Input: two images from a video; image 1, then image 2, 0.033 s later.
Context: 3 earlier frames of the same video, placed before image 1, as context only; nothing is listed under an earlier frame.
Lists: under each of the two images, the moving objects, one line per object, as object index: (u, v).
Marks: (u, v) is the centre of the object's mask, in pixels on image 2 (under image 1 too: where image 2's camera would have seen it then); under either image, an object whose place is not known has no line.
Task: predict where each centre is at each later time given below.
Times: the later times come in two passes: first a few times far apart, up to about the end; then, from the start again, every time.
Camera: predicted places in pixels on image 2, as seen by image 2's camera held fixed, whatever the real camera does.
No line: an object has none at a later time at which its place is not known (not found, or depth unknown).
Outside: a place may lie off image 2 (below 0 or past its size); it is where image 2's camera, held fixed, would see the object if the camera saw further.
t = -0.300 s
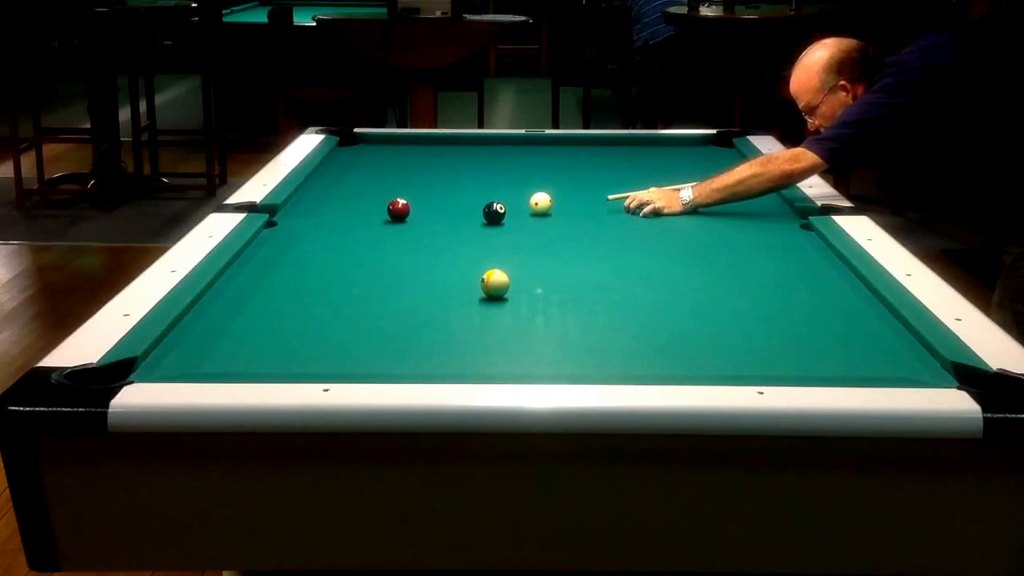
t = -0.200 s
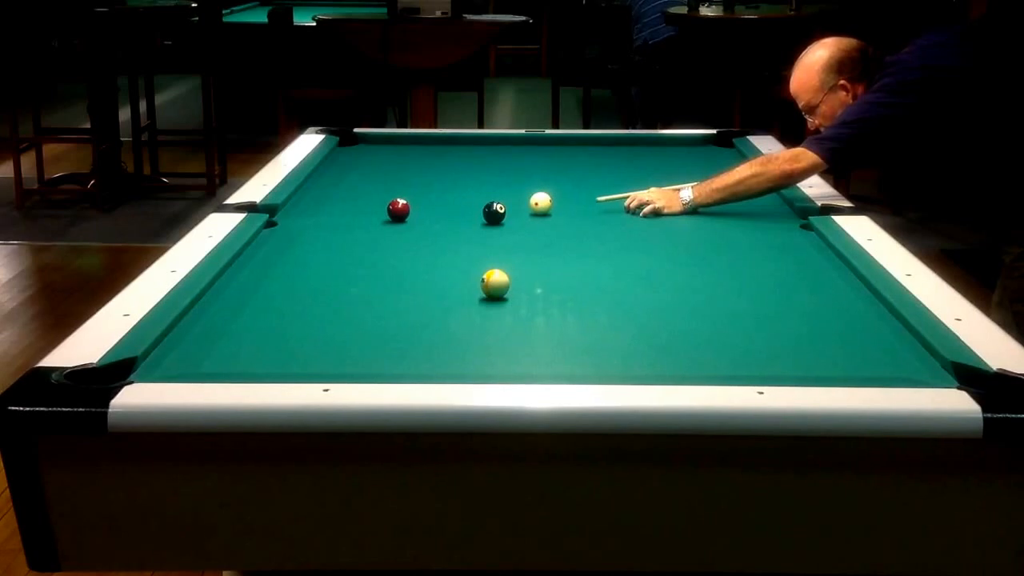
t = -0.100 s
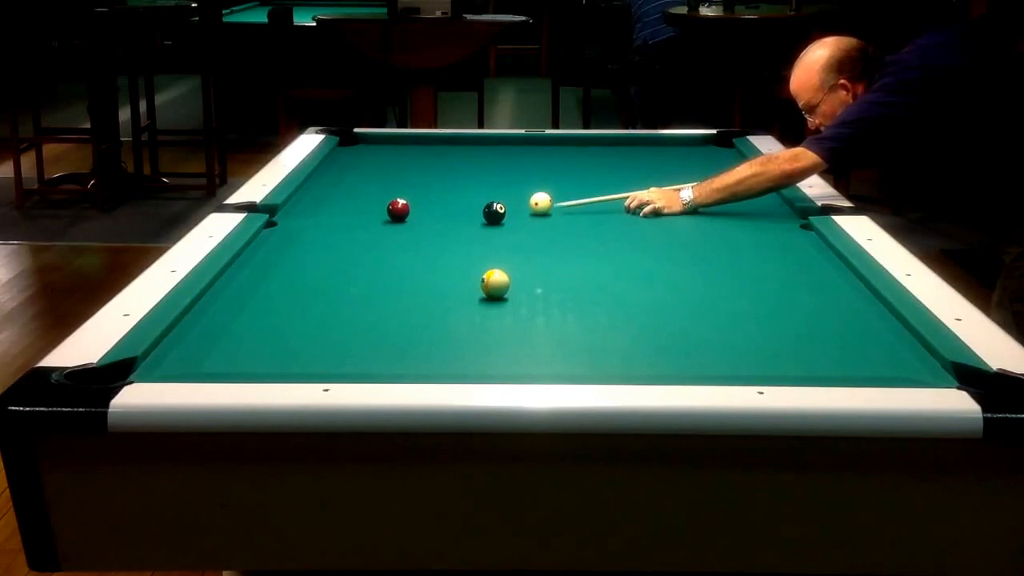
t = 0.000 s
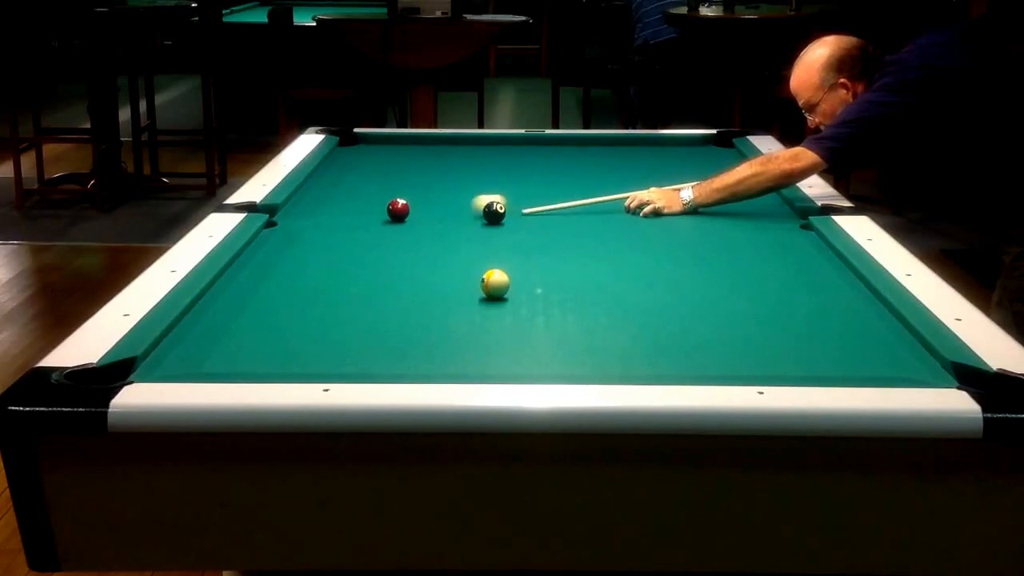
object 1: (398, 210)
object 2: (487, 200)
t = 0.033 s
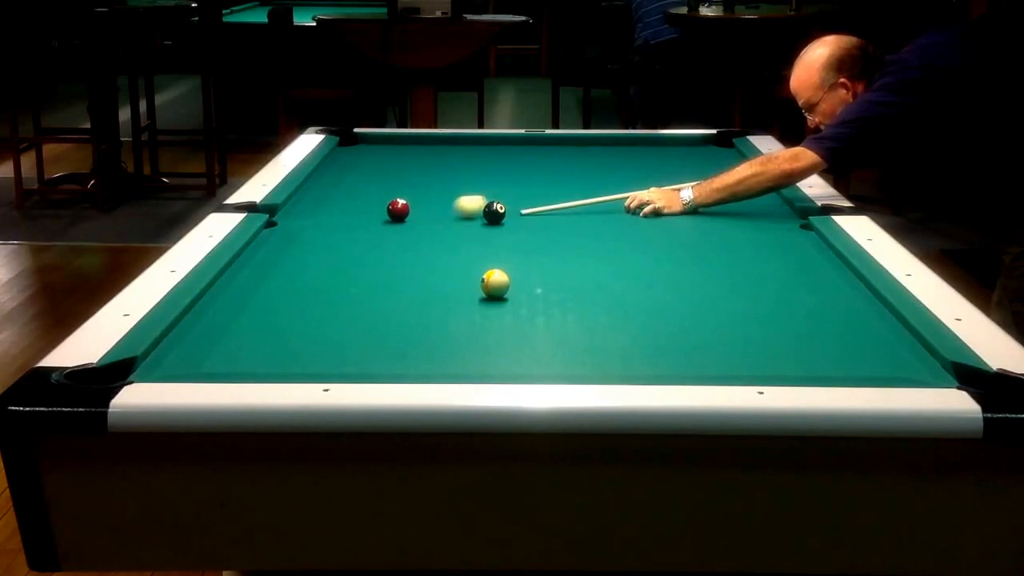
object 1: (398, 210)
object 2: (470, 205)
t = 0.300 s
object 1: (347, 211)
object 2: (417, 210)
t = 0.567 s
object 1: (276, 213)
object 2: (412, 211)
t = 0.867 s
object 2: (408, 212)
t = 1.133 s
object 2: (407, 213)
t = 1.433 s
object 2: (406, 213)
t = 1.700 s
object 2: (405, 213)
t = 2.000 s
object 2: (404, 214)
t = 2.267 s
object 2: (404, 214)
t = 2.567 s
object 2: (404, 214)
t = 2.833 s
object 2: (404, 214)
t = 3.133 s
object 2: (404, 214)
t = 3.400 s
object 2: (404, 214)
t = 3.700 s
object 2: (404, 214)
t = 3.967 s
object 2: (404, 214)
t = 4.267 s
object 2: (403, 214)
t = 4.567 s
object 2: (404, 214)
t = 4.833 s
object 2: (404, 214)
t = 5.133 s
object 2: (404, 214)
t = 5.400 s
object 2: (404, 213)
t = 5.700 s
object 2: (404, 213)
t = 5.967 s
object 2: (404, 214)
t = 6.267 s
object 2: (404, 214)
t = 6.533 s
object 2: (404, 214)
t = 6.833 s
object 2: (404, 214)
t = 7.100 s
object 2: (404, 213)
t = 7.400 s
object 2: (404, 213)
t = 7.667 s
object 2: (404, 213)
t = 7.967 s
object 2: (404, 213)
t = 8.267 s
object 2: (404, 213)
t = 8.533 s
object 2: (404, 213)
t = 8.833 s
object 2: (404, 213)
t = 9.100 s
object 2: (404, 213)
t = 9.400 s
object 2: (404, 213)
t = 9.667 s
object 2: (404, 213)
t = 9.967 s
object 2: (404, 213)
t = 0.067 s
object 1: (398, 210)
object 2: (454, 206)
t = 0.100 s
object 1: (398, 210)
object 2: (438, 208)
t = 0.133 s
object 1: (398, 210)
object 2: (425, 208)
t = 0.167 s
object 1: (387, 209)
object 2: (421, 209)
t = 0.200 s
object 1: (375, 210)
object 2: (420, 209)
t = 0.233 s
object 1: (365, 210)
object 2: (419, 209)
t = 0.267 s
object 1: (357, 211)
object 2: (418, 210)
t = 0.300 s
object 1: (347, 211)
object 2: (417, 210)
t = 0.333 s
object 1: (338, 211)
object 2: (416, 210)
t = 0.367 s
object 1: (328, 211)
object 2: (416, 210)
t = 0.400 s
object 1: (320, 212)
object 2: (415, 211)
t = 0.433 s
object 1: (311, 212)
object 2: (414, 211)
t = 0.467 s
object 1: (302, 212)
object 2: (414, 211)
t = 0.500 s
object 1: (293, 212)
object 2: (413, 211)
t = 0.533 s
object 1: (284, 212)
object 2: (413, 211)
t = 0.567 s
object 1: (276, 213)
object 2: (412, 211)
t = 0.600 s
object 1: (271, 214)
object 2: (411, 211)
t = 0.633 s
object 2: (411, 212)
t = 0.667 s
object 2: (411, 212)
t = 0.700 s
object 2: (411, 212)
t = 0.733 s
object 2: (410, 212)
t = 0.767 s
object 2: (409, 212)
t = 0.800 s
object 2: (409, 212)
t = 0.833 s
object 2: (409, 212)
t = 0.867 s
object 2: (408, 212)
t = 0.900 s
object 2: (408, 212)
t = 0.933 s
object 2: (408, 212)
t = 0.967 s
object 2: (408, 212)
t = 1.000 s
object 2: (408, 213)
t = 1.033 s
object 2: (407, 212)
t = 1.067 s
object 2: (407, 213)
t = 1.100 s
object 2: (407, 213)
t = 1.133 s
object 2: (407, 213)
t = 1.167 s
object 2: (407, 213)
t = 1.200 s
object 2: (407, 213)
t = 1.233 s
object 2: (407, 213)
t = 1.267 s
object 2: (406, 213)
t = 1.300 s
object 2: (406, 213)
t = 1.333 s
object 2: (406, 213)
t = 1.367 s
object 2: (405, 213)
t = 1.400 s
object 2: (406, 213)
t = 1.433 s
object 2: (406, 213)
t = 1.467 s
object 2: (405, 213)
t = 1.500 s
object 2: (405, 213)
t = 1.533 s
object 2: (405, 213)
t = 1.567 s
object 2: (405, 213)
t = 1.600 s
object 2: (405, 213)
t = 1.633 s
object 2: (405, 213)
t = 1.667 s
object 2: (405, 213)
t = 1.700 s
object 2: (405, 213)
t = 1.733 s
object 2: (405, 213)
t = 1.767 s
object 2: (404, 213)
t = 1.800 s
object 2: (404, 213)
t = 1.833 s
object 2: (404, 213)
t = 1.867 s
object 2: (404, 214)
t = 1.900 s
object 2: (404, 214)
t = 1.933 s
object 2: (404, 214)
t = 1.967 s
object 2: (404, 214)
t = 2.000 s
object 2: (404, 214)
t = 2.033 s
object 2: (404, 214)
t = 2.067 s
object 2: (404, 214)
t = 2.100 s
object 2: (404, 214)
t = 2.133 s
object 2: (404, 214)
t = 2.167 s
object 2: (404, 214)
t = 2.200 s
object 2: (404, 214)
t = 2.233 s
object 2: (404, 214)
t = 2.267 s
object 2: (404, 214)
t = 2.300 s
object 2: (404, 214)
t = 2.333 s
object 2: (404, 214)
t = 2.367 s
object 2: (404, 214)
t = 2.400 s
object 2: (404, 214)
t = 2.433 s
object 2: (404, 214)
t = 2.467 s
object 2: (404, 214)
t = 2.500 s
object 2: (404, 214)
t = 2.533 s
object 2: (404, 214)
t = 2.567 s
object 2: (404, 214)
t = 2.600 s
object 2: (404, 214)
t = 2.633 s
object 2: (404, 214)
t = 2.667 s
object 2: (404, 214)
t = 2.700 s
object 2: (404, 214)
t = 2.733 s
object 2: (404, 214)
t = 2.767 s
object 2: (404, 214)
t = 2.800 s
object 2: (404, 214)
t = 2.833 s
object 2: (404, 214)
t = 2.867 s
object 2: (404, 214)
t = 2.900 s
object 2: (404, 214)
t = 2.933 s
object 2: (404, 214)
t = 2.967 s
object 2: (404, 214)
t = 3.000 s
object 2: (404, 214)
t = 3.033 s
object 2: (404, 214)
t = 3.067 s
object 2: (404, 214)
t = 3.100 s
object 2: (404, 214)
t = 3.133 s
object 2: (404, 214)
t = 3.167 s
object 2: (404, 213)
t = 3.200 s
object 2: (404, 214)
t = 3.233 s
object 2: (404, 214)
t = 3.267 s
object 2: (404, 214)
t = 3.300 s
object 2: (404, 214)
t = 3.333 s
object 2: (404, 214)
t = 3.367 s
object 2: (404, 214)
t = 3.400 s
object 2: (404, 214)
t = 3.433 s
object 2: (404, 214)
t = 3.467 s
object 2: (404, 214)
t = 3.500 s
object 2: (404, 214)
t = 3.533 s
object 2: (404, 214)
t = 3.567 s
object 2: (404, 214)
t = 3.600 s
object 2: (404, 214)
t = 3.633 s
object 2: (404, 214)
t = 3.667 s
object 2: (404, 214)
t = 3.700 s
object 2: (404, 214)
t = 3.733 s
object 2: (404, 214)
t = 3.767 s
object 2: (404, 214)
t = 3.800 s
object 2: (404, 214)
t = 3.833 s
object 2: (404, 214)
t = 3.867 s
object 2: (404, 214)
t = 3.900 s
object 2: (404, 214)
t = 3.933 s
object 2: (404, 214)
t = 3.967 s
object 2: (404, 214)
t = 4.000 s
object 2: (404, 214)
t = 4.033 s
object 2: (403, 214)
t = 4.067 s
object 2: (404, 214)
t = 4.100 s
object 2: (404, 214)
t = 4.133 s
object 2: (404, 214)
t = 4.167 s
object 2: (404, 214)
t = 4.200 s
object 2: (404, 214)
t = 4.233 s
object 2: (403, 214)
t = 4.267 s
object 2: (403, 214)
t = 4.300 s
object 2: (404, 214)
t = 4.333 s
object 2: (404, 214)
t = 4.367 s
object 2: (404, 214)
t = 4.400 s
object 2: (404, 214)
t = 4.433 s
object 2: (404, 214)
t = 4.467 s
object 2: (404, 214)
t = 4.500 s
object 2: (404, 214)
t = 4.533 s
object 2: (404, 214)
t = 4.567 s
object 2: (404, 214)
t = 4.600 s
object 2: (404, 214)
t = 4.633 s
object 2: (404, 214)
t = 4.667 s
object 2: (404, 214)
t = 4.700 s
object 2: (404, 214)
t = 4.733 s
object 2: (404, 214)
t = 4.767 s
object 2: (404, 214)
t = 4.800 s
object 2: (404, 214)
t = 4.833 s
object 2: (404, 214)
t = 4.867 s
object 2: (407, 214)
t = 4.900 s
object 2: (407, 214)
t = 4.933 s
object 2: (407, 214)
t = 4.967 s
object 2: (404, 214)
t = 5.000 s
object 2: (404, 214)
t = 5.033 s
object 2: (404, 214)
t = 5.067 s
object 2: (404, 214)
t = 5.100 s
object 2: (404, 214)
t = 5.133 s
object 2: (404, 214)
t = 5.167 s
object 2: (404, 214)
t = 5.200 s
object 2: (404, 214)
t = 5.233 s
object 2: (404, 214)
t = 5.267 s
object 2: (404, 214)
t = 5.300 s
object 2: (404, 214)
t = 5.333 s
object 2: (404, 214)
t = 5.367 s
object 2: (404, 214)
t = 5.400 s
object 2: (404, 213)
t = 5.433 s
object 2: (404, 214)
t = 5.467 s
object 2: (404, 213)
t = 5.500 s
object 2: (404, 213)
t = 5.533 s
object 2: (404, 214)
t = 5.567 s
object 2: (404, 213)
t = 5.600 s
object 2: (404, 214)
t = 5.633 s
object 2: (404, 213)
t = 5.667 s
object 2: (404, 213)
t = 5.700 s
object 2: (404, 213)
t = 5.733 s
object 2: (404, 213)
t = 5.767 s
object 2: (404, 214)
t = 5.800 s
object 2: (404, 213)
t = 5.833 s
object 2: (404, 213)
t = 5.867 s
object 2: (404, 214)
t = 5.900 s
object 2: (404, 214)
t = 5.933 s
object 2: (404, 213)
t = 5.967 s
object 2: (404, 214)
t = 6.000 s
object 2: (404, 214)
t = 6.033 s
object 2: (404, 214)
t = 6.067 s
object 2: (404, 214)
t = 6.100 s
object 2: (404, 214)
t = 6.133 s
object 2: (404, 214)
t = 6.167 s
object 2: (404, 213)
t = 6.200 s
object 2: (404, 214)
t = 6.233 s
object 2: (404, 214)
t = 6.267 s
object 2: (404, 214)
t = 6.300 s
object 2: (404, 214)
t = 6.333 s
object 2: (404, 214)
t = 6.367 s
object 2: (404, 214)
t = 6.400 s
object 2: (404, 214)
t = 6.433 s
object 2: (404, 214)
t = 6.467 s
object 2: (404, 214)
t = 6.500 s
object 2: (404, 213)
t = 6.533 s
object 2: (404, 214)
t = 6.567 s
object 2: (404, 214)
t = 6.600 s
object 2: (404, 214)
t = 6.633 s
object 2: (404, 213)
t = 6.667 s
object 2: (404, 214)
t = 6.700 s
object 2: (404, 214)
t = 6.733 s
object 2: (404, 213)
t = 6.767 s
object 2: (404, 213)
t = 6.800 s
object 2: (404, 213)
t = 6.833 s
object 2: (404, 214)
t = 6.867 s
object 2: (404, 214)
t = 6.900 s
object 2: (404, 214)
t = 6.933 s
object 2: (404, 213)
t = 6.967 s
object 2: (404, 213)
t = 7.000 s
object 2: (404, 213)
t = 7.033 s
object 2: (404, 213)
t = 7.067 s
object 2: (404, 213)
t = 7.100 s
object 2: (404, 213)
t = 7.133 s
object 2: (404, 213)
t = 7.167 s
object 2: (404, 213)
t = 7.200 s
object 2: (404, 213)
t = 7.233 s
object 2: (404, 213)
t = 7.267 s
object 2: (404, 213)
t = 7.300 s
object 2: (404, 213)
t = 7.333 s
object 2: (404, 213)
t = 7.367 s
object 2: (404, 213)
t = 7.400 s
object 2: (404, 213)
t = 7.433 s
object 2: (404, 213)
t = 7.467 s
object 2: (404, 213)
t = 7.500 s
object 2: (404, 213)
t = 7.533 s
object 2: (404, 213)
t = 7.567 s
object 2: (404, 213)
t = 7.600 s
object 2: (404, 213)
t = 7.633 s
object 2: (404, 213)
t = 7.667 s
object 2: (404, 213)
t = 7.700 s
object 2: (404, 213)
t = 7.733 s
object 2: (404, 213)
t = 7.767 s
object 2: (404, 213)
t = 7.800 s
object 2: (404, 213)
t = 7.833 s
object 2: (404, 213)
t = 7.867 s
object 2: (404, 213)
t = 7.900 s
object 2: (404, 213)
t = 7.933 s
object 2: (404, 213)
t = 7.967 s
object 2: (404, 213)
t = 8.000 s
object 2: (404, 213)
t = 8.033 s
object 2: (404, 213)
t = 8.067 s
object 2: (404, 213)
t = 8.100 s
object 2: (404, 213)
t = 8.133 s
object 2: (404, 213)
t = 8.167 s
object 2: (404, 213)
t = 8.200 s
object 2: (404, 213)
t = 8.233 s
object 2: (404, 213)
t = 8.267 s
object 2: (404, 213)
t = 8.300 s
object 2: (404, 213)
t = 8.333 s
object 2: (404, 213)
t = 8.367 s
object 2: (404, 213)
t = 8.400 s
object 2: (404, 213)
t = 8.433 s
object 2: (404, 213)
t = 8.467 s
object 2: (404, 213)
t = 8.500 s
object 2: (404, 213)
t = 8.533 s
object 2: (404, 213)
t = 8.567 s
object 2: (404, 213)
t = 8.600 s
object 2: (404, 213)
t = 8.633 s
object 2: (404, 213)
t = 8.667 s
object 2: (404, 213)
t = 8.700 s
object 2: (404, 213)
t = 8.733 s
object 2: (404, 213)
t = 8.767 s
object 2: (404, 213)
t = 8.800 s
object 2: (404, 213)
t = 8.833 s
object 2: (404, 213)
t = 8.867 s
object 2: (404, 213)
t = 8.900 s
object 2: (404, 213)
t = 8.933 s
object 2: (404, 213)
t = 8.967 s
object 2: (404, 213)
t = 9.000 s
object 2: (404, 213)
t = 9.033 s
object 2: (404, 213)
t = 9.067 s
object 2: (404, 213)
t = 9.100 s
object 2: (404, 213)
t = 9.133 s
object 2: (404, 213)
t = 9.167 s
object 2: (404, 213)
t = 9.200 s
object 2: (404, 213)
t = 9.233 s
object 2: (404, 213)
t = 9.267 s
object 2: (404, 213)
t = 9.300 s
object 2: (404, 213)
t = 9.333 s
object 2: (404, 213)
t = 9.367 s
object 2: (404, 213)
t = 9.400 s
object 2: (404, 213)
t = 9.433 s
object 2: (404, 213)
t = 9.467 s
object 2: (404, 213)
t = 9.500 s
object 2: (404, 213)
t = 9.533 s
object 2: (404, 213)
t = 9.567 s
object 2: (404, 213)
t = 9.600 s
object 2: (404, 213)
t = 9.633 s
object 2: (404, 213)
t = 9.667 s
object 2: (404, 213)
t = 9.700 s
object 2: (404, 213)
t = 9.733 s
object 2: (404, 213)
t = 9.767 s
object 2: (404, 213)
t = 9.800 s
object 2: (404, 213)
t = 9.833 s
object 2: (404, 213)
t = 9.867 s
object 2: (404, 213)
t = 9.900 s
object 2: (404, 213)
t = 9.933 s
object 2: (404, 213)
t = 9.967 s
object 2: (404, 213)
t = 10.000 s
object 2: (404, 213)
